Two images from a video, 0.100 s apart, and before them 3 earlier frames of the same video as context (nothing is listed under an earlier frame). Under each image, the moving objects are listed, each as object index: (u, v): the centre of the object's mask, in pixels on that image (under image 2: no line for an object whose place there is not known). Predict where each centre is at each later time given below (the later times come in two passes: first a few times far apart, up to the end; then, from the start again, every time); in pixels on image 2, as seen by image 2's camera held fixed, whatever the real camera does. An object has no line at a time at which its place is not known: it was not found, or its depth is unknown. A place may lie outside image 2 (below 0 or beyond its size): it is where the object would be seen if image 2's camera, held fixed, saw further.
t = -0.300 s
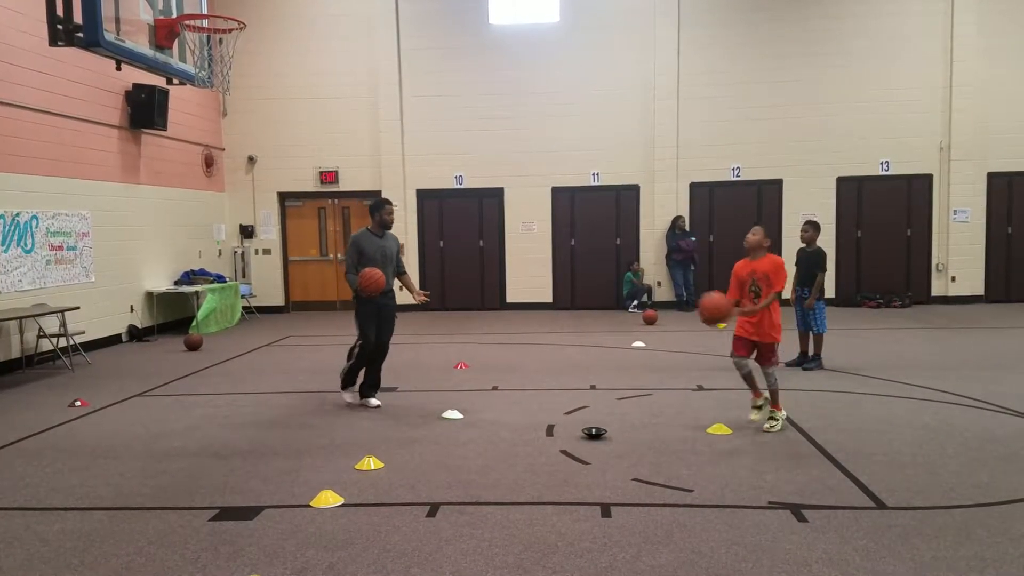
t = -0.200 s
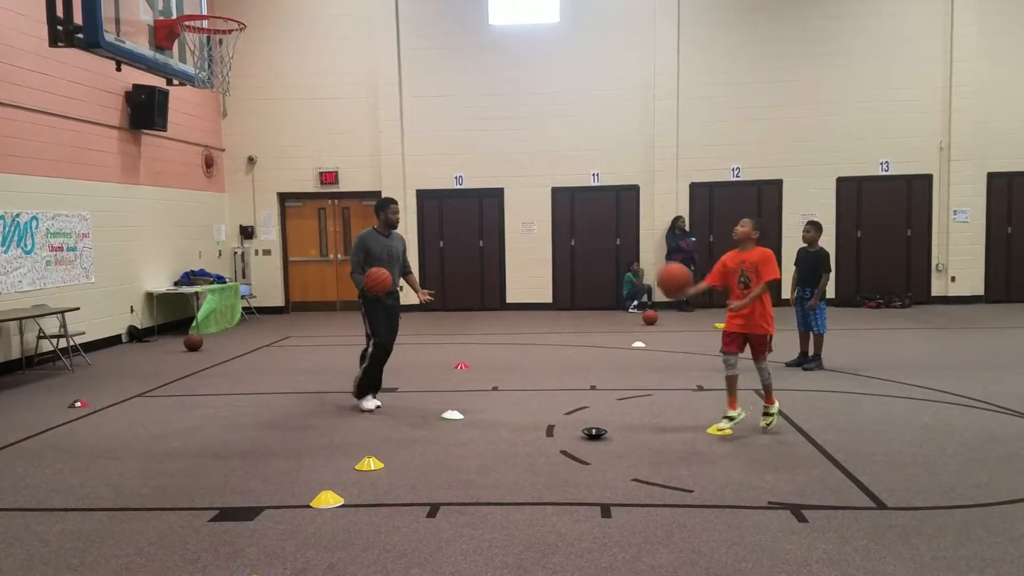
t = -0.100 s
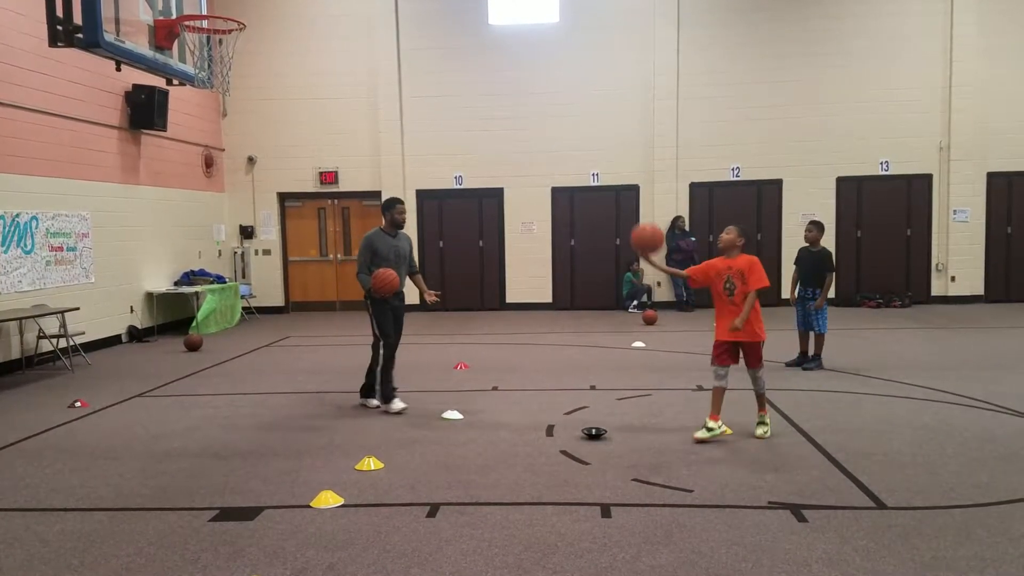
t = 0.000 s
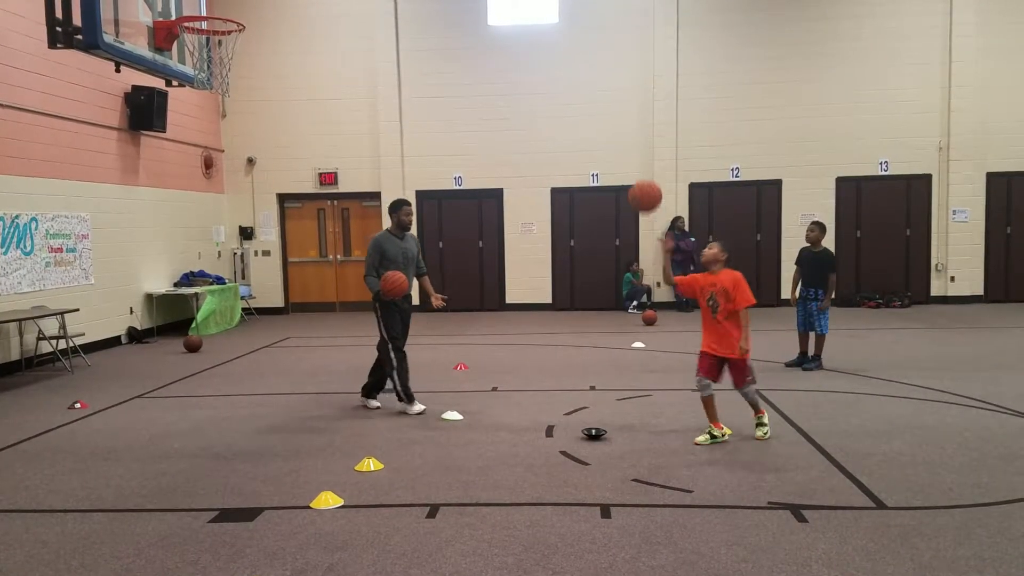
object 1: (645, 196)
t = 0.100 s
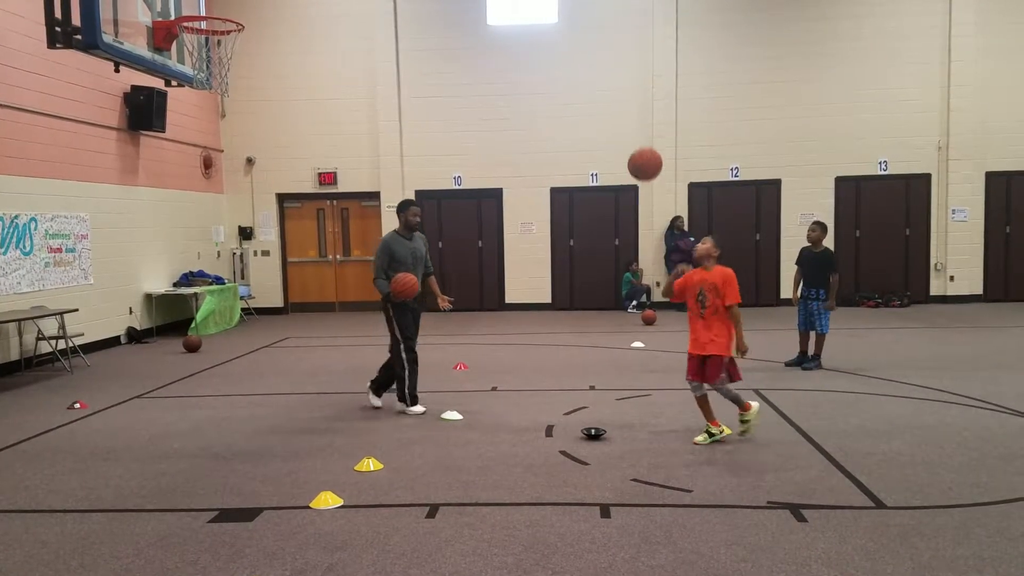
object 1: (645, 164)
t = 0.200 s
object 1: (646, 146)
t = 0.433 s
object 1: (648, 156)
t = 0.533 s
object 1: (648, 184)
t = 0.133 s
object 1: (645, 156)
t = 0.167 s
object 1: (645, 150)
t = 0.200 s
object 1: (646, 146)
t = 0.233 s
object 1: (646, 143)
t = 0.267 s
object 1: (646, 141)
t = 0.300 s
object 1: (646, 141)
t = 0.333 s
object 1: (647, 142)
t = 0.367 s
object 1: (647, 145)
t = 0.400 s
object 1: (647, 150)
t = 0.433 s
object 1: (648, 156)
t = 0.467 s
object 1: (648, 164)
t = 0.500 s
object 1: (648, 173)
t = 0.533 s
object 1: (648, 184)
